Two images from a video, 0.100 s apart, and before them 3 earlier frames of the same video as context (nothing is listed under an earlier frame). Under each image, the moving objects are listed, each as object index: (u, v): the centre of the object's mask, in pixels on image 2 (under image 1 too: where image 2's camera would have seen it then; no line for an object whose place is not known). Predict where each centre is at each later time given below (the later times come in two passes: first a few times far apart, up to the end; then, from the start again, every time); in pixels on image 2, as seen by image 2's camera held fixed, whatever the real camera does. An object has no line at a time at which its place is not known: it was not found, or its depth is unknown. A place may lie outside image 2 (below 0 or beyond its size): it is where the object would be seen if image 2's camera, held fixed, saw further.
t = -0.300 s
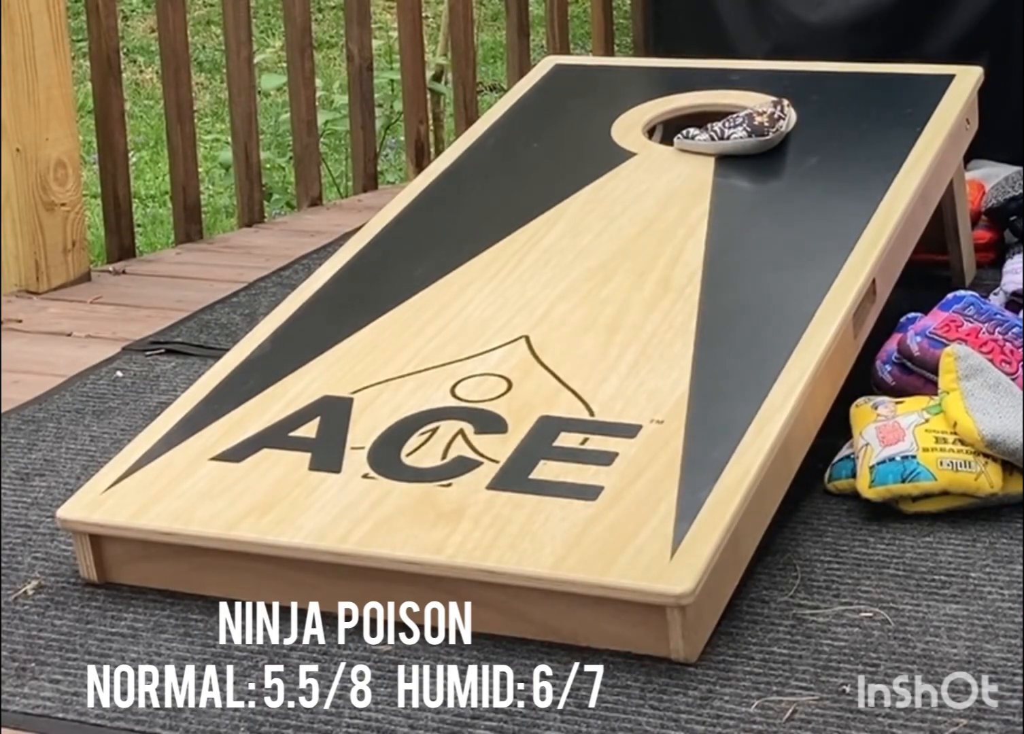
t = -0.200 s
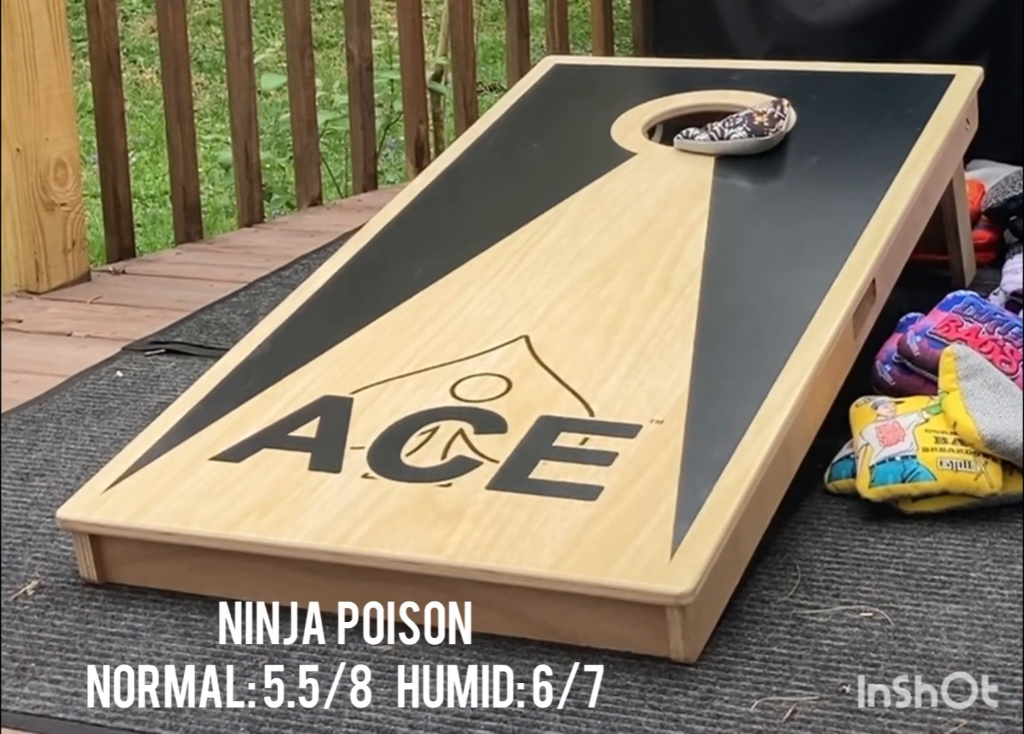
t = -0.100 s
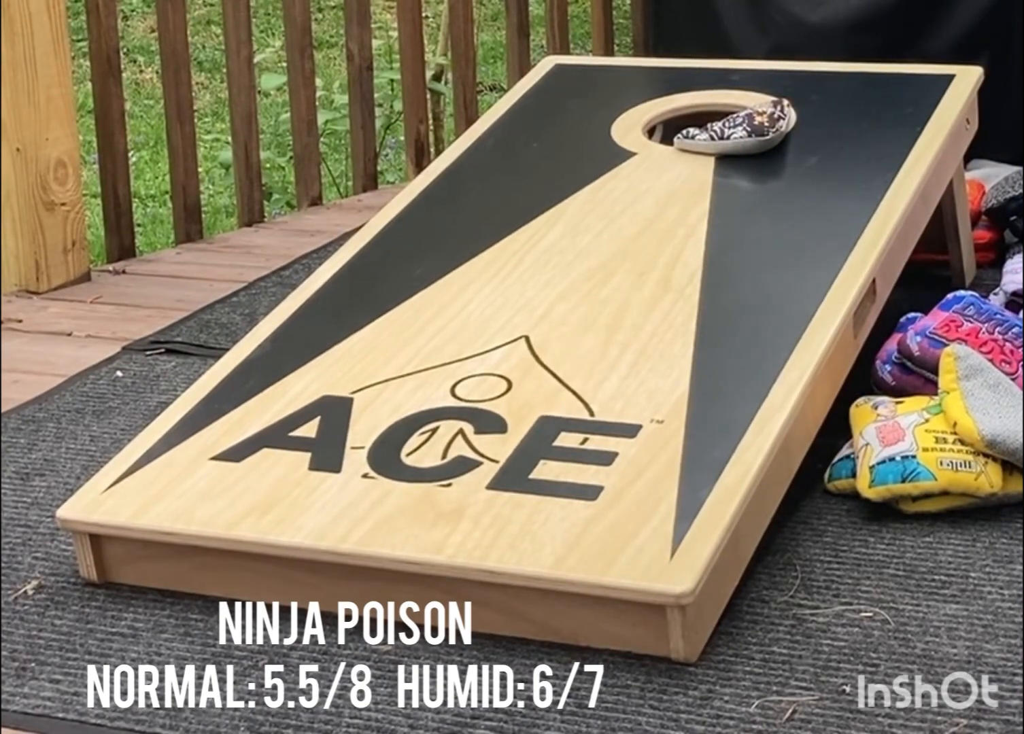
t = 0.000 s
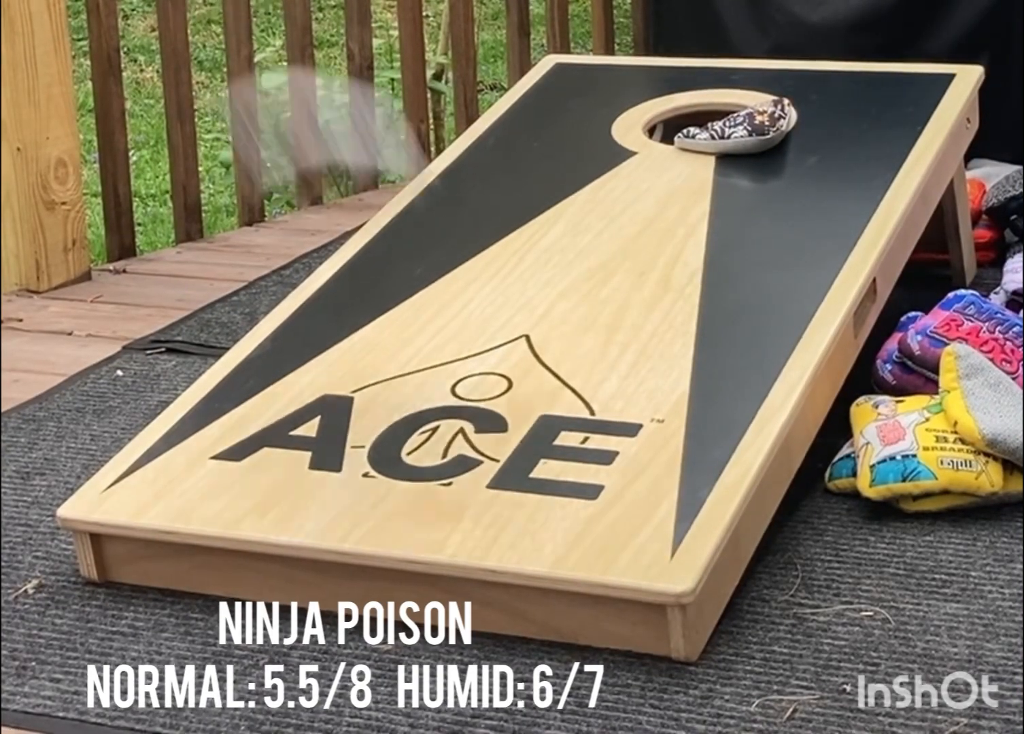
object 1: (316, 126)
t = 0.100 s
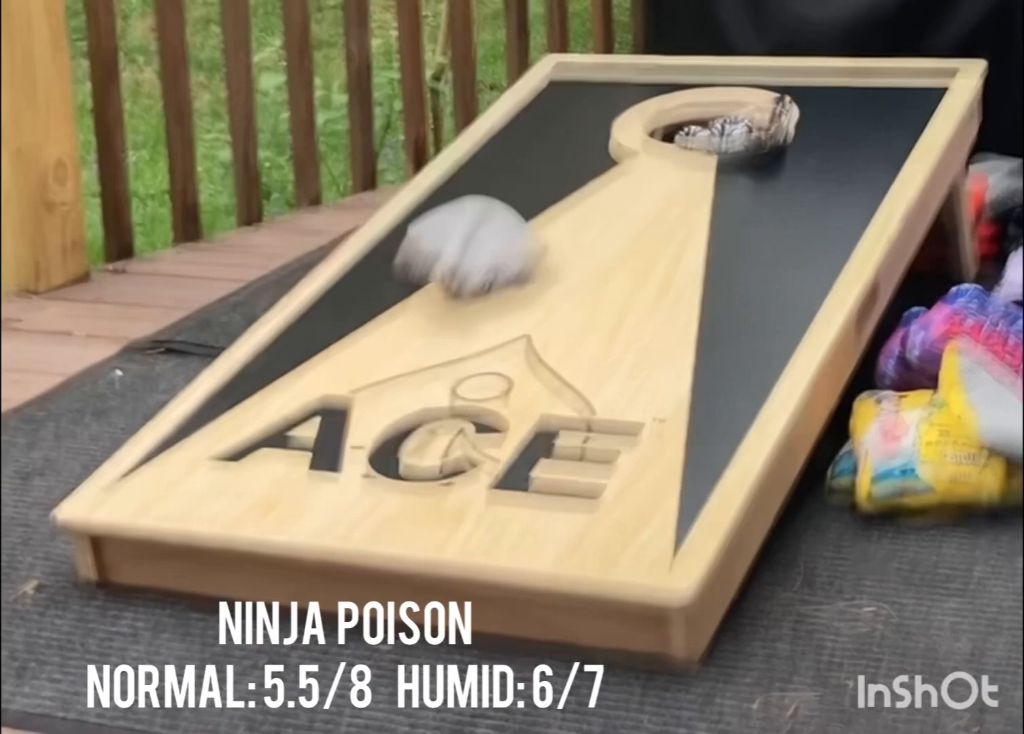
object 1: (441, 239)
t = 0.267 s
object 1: (558, 118)
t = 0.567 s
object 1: (633, 43)
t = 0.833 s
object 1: (638, 39)
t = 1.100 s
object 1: (638, 39)
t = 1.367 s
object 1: (638, 40)
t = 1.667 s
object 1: (640, 39)
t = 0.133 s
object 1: (475, 208)
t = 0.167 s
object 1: (504, 182)
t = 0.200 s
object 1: (527, 158)
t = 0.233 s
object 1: (544, 136)
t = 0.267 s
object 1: (558, 118)
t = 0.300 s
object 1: (575, 102)
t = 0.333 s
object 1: (583, 87)
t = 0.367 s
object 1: (592, 73)
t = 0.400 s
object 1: (601, 63)
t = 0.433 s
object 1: (606, 55)
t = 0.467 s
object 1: (611, 48)
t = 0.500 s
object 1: (615, 44)
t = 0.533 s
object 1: (617, 42)
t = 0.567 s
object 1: (633, 43)
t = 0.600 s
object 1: (636, 40)
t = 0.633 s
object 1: (637, 39)
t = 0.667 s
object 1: (636, 39)
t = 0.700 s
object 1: (637, 39)
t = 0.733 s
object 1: (637, 39)
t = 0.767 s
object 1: (638, 39)
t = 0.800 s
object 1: (638, 39)
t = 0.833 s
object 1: (638, 39)
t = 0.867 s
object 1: (638, 39)
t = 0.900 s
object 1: (638, 39)
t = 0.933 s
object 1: (638, 39)
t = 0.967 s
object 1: (638, 39)
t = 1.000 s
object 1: (638, 39)
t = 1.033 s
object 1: (638, 39)
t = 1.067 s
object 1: (638, 39)
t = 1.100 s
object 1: (638, 39)
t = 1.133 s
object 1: (638, 39)
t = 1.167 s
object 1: (638, 39)
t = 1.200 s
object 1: (638, 39)
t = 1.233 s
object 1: (639, 39)
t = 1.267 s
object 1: (639, 39)
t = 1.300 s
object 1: (639, 40)
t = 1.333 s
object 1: (638, 40)
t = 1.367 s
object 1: (638, 40)
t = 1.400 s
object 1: (638, 40)
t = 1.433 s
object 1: (638, 40)
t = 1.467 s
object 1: (638, 40)
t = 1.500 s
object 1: (638, 40)
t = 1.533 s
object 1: (638, 40)
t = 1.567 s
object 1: (640, 39)
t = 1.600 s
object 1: (640, 39)
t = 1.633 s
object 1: (640, 39)
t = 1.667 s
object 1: (640, 39)
